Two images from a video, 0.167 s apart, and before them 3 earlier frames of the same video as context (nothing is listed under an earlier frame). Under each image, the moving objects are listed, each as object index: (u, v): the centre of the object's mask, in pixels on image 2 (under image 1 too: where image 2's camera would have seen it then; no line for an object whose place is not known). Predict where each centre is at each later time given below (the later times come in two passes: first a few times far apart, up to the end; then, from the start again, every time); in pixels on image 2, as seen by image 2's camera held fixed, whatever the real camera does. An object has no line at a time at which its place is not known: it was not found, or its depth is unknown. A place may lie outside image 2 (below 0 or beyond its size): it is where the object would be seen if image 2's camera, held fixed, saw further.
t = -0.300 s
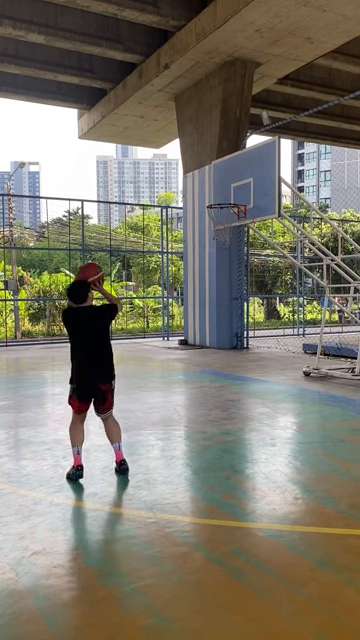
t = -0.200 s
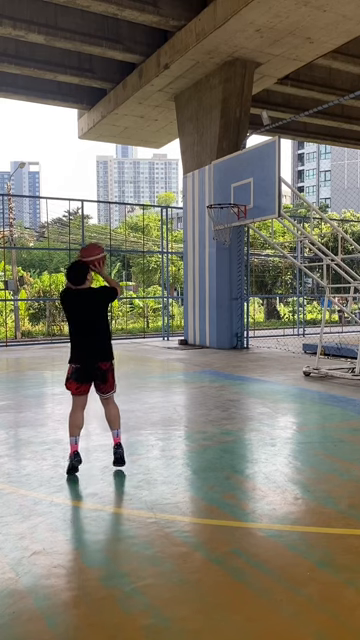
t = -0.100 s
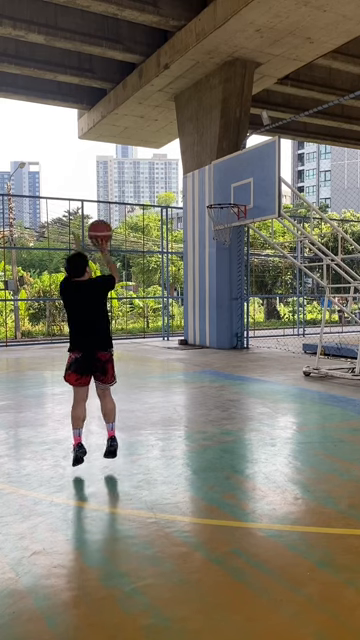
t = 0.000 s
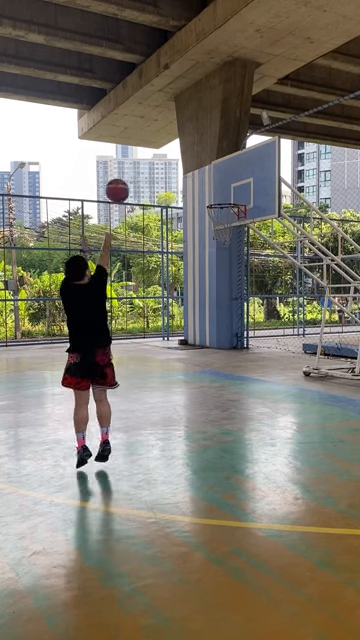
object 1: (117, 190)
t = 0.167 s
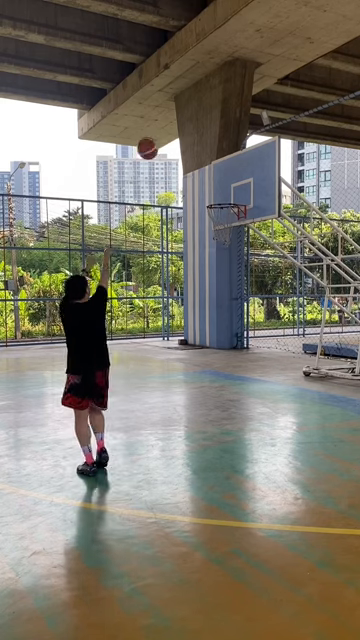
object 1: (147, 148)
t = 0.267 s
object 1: (162, 138)
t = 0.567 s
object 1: (199, 153)
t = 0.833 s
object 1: (223, 210)
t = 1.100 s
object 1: (229, 251)
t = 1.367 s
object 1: (231, 321)
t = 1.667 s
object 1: (230, 341)
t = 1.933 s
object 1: (224, 289)
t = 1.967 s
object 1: (224, 285)
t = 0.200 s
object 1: (152, 143)
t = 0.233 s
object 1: (157, 140)
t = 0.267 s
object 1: (162, 138)
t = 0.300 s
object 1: (168, 136)
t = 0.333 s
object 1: (172, 135)
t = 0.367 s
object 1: (176, 135)
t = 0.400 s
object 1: (180, 137)
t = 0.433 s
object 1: (184, 139)
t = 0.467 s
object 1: (189, 142)
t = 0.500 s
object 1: (192, 145)
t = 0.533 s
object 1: (196, 149)
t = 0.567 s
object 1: (199, 153)
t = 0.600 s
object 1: (203, 159)
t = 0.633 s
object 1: (206, 164)
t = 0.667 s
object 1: (209, 171)
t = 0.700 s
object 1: (212, 177)
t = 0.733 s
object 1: (215, 184)
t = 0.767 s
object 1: (218, 192)
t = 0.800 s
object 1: (221, 200)
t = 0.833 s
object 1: (223, 210)
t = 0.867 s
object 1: (226, 217)
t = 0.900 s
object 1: (227, 221)
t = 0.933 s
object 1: (227, 228)
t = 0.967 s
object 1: (227, 231)
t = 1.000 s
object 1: (227, 236)
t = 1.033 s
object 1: (228, 240)
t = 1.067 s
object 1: (228, 246)
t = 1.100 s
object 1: (229, 251)
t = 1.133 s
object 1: (229, 258)
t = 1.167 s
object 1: (229, 265)
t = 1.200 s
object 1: (230, 273)
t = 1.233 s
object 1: (230, 282)
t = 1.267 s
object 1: (230, 290)
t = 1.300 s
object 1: (230, 300)
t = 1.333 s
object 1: (231, 310)
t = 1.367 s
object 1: (231, 321)
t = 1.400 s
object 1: (231, 332)
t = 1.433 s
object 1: (232, 343)
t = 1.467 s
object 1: (232, 355)
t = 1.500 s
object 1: (233, 367)
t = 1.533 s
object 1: (233, 379)
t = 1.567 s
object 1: (233, 369)
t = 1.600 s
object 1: (232, 359)
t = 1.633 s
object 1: (230, 349)
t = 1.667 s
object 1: (230, 341)
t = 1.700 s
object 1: (229, 332)
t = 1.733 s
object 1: (229, 324)
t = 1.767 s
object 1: (227, 317)
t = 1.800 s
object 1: (226, 310)
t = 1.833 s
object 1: (226, 304)
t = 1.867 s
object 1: (225, 298)
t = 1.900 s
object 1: (225, 294)
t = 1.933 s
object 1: (224, 289)
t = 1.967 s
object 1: (224, 285)
